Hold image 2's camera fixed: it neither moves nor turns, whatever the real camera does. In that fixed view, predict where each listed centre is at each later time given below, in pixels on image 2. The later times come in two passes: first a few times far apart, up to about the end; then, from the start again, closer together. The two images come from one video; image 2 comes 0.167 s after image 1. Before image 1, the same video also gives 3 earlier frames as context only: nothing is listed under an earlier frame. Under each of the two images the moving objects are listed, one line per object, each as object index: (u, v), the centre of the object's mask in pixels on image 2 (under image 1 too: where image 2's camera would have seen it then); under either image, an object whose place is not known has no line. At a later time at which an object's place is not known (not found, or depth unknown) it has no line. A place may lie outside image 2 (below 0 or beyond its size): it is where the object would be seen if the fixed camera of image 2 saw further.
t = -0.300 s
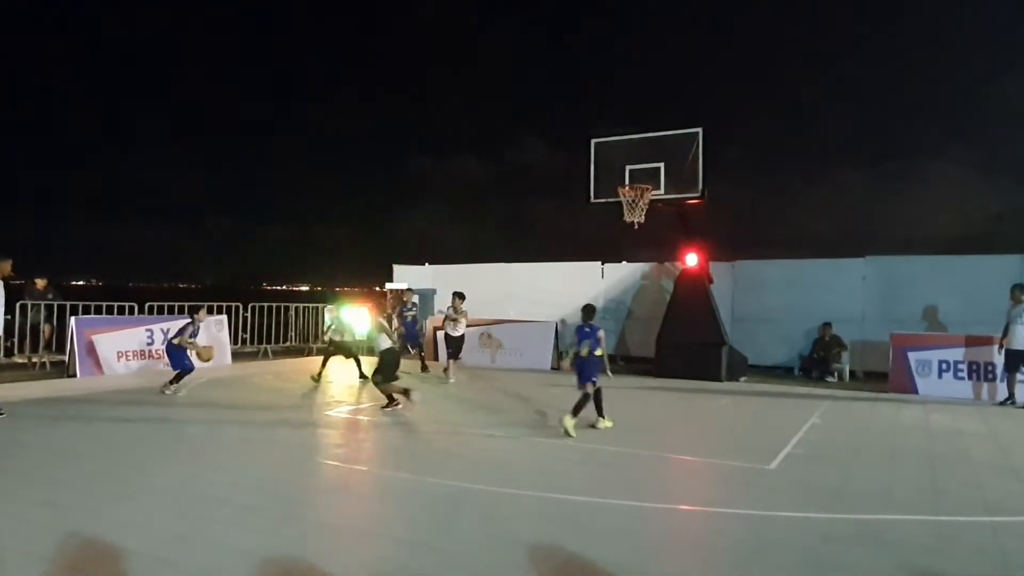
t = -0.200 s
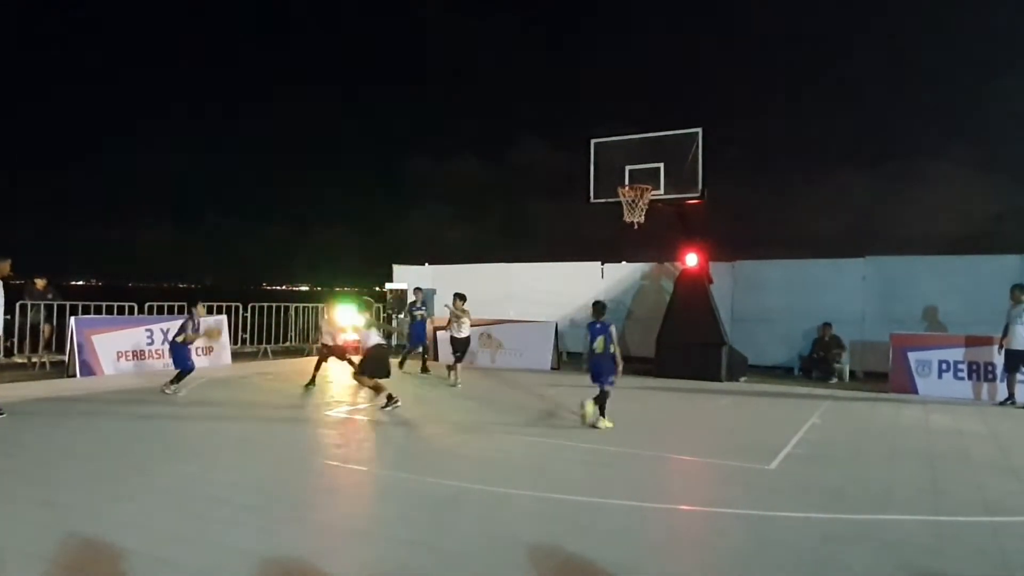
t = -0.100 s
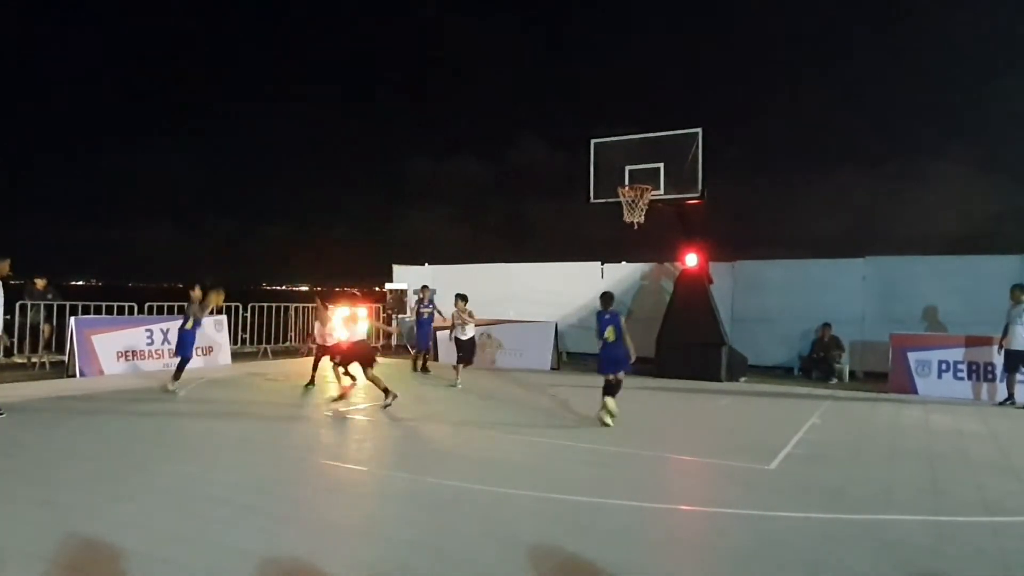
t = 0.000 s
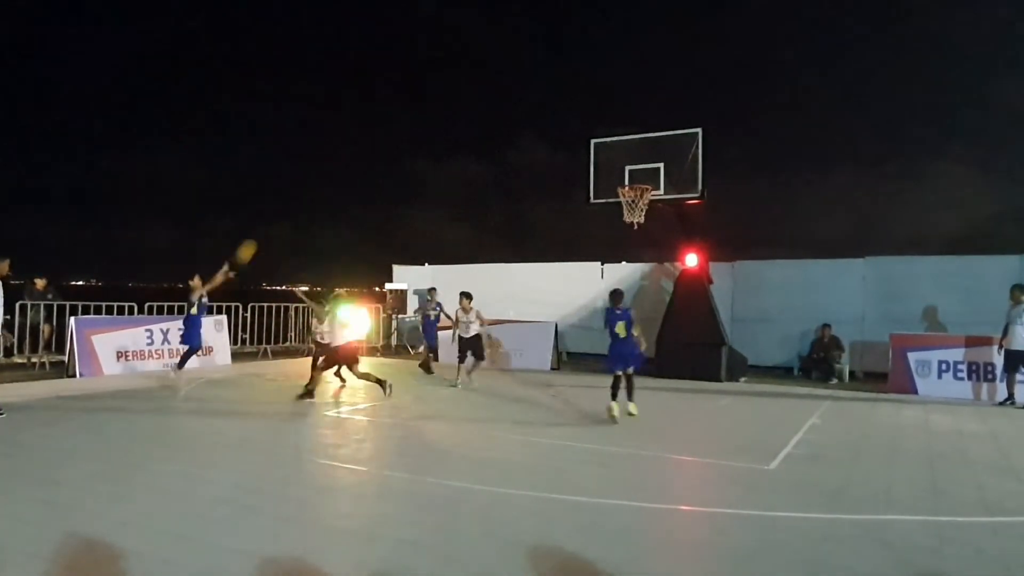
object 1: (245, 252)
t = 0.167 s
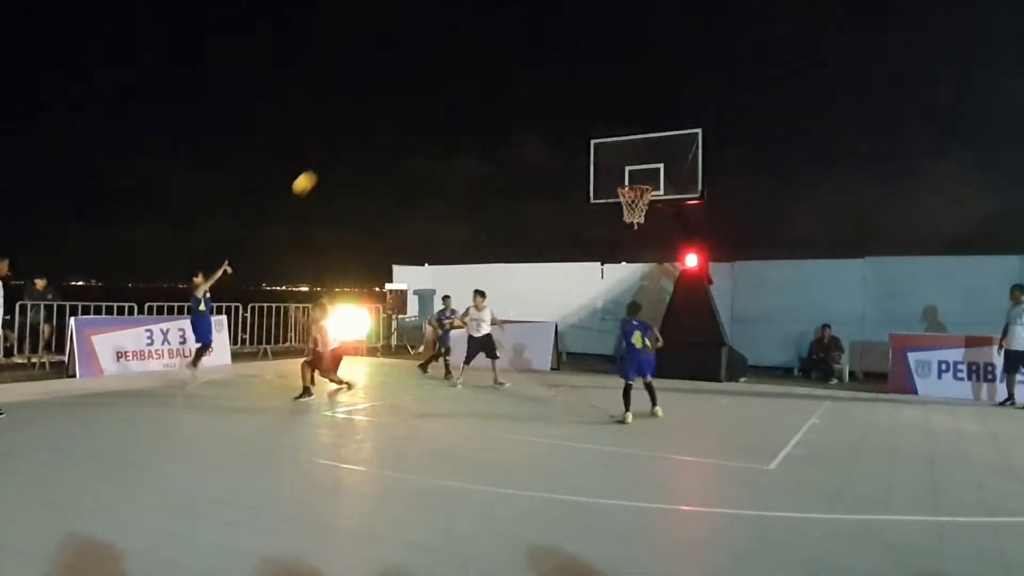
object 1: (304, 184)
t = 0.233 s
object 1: (328, 161)
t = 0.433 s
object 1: (397, 115)
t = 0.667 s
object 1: (476, 97)
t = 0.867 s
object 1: (541, 113)
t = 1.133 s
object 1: (624, 172)
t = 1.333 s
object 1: (642, 202)
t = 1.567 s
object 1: (630, 209)
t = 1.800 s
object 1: (627, 236)
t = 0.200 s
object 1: (316, 172)
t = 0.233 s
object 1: (328, 161)
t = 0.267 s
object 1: (340, 151)
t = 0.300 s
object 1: (352, 142)
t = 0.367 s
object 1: (374, 127)
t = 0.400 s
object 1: (386, 121)
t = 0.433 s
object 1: (397, 115)
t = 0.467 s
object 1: (408, 110)
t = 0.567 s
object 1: (443, 100)
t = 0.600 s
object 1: (453, 98)
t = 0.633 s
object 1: (465, 97)
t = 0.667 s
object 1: (476, 97)
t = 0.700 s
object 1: (487, 98)
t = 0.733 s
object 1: (498, 99)
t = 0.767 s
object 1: (509, 102)
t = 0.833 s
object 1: (531, 108)
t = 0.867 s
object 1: (541, 113)
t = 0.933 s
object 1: (562, 124)
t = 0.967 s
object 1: (573, 130)
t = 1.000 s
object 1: (583, 137)
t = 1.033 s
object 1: (594, 145)
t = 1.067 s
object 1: (604, 154)
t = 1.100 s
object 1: (614, 163)
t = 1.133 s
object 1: (624, 172)
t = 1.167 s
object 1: (633, 180)
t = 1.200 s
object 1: (643, 186)
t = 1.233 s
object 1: (643, 193)
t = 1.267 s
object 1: (645, 193)
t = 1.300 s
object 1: (646, 200)
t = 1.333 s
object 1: (642, 202)
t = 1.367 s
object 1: (642, 201)
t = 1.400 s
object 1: (640, 199)
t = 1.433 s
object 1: (638, 199)
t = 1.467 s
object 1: (635, 200)
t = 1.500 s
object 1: (633, 203)
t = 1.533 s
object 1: (632, 206)
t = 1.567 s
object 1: (630, 209)
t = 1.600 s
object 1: (631, 210)
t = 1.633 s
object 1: (629, 212)
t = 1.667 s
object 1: (627, 215)
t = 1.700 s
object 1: (627, 221)
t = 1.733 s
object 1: (627, 226)
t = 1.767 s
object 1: (627, 230)
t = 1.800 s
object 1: (627, 236)
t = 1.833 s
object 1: (627, 244)
